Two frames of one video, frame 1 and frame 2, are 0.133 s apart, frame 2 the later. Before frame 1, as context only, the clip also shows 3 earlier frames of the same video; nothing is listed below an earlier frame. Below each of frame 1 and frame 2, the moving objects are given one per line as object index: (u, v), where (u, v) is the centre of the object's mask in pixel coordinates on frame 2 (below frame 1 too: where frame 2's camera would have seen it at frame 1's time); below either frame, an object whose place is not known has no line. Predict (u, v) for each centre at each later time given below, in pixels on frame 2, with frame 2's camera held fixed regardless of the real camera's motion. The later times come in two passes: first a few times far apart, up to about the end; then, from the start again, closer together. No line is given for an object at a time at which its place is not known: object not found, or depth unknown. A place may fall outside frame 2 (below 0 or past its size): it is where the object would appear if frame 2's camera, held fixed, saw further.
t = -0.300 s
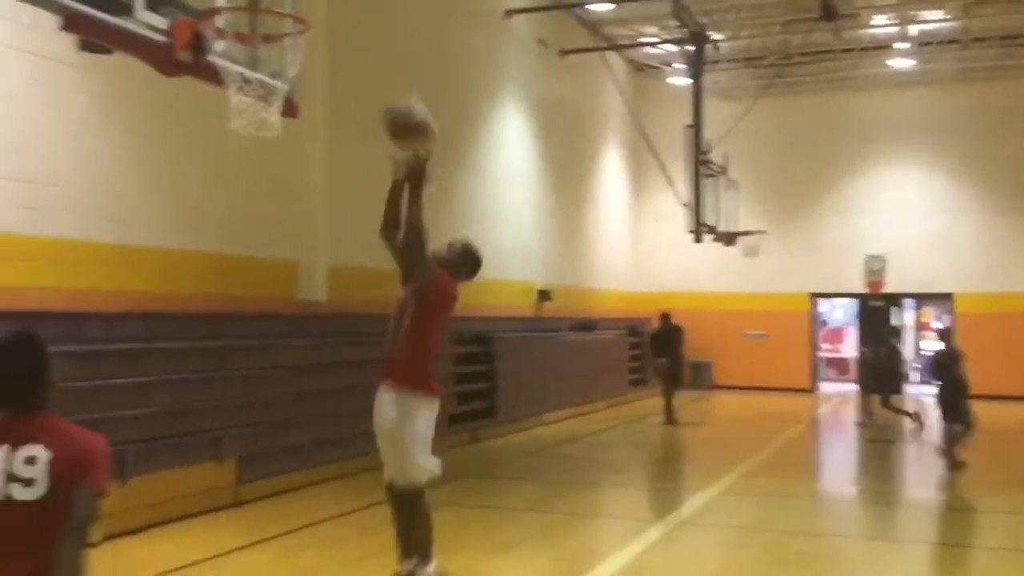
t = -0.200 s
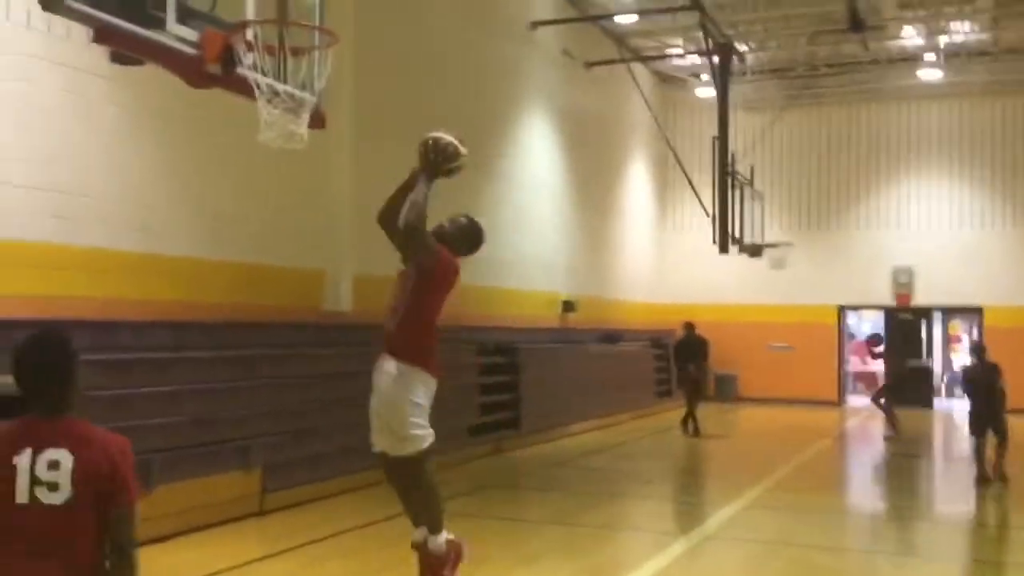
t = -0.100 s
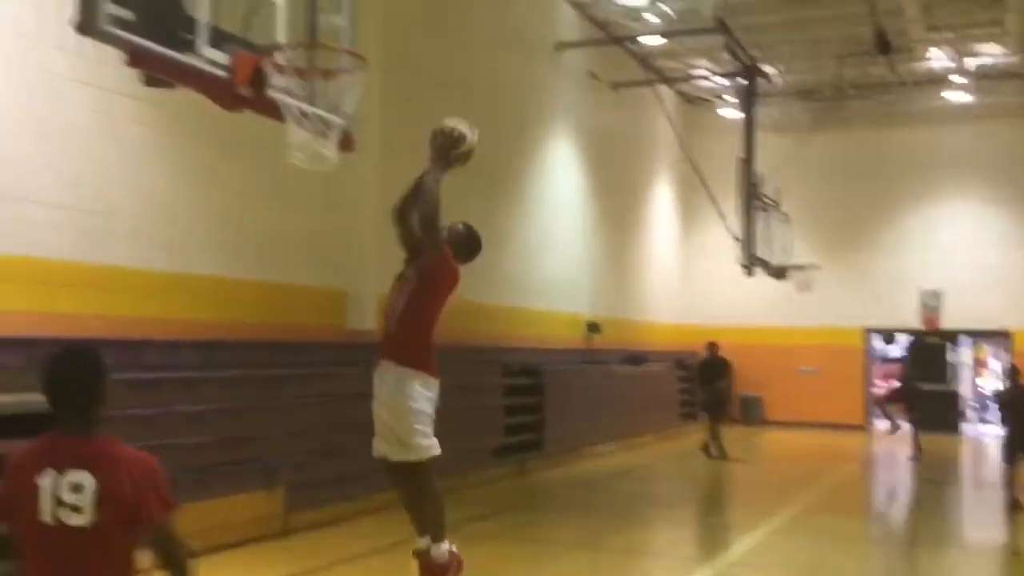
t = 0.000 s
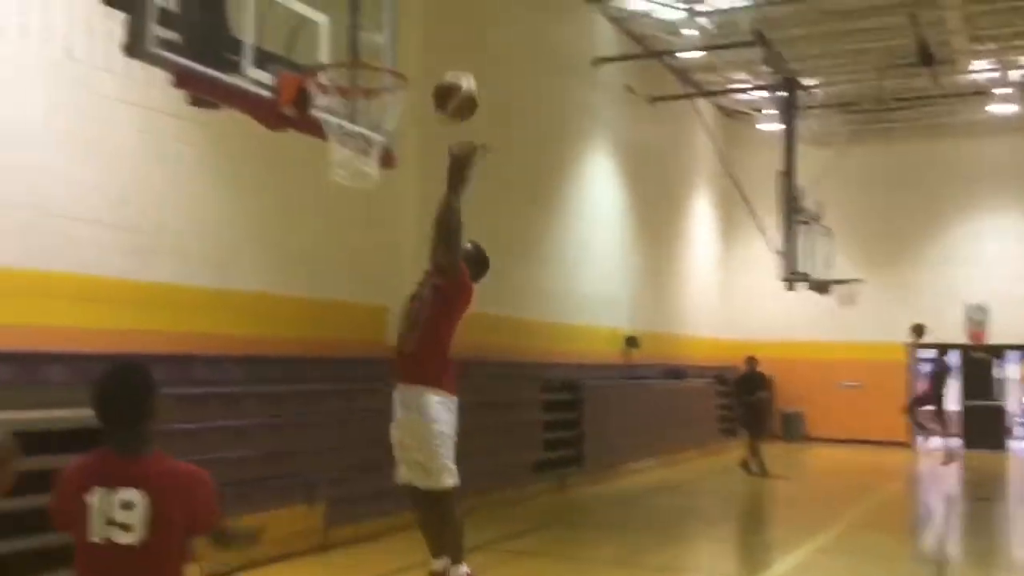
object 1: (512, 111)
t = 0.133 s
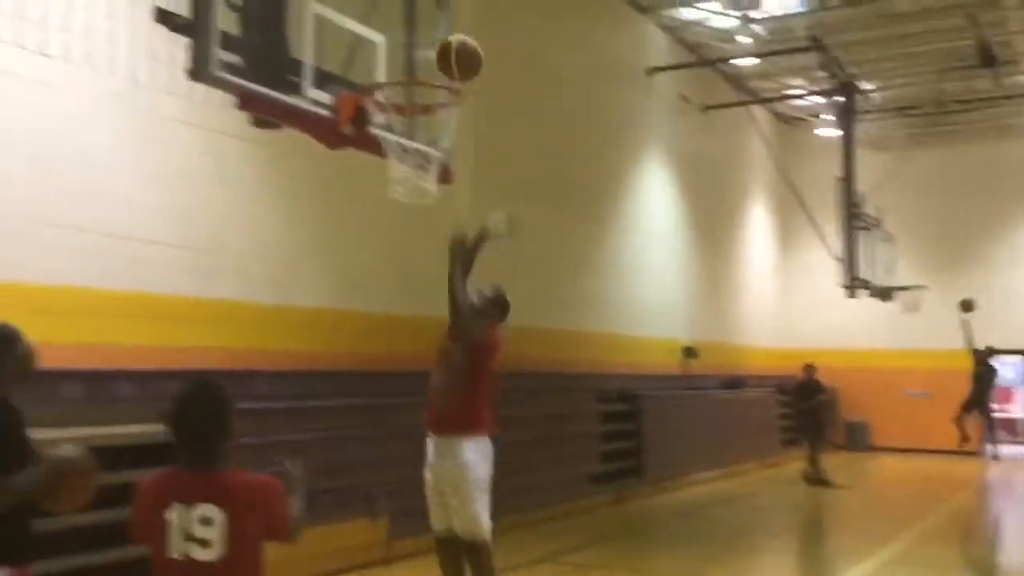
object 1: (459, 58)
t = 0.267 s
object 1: (407, 40)
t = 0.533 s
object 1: (395, 73)
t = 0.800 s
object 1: (436, 172)
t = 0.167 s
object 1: (446, 51)
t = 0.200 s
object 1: (434, 44)
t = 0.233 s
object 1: (420, 40)
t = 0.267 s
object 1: (407, 40)
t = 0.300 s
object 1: (394, 40)
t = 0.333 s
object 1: (382, 44)
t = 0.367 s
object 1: (384, 42)
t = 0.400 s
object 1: (386, 43)
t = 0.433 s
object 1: (391, 48)
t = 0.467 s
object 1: (390, 54)
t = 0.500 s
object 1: (392, 64)
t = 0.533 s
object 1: (395, 73)
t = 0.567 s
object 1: (398, 92)
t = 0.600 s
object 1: (399, 102)
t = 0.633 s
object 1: (417, 115)
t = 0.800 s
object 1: (436, 172)
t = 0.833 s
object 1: (438, 180)
